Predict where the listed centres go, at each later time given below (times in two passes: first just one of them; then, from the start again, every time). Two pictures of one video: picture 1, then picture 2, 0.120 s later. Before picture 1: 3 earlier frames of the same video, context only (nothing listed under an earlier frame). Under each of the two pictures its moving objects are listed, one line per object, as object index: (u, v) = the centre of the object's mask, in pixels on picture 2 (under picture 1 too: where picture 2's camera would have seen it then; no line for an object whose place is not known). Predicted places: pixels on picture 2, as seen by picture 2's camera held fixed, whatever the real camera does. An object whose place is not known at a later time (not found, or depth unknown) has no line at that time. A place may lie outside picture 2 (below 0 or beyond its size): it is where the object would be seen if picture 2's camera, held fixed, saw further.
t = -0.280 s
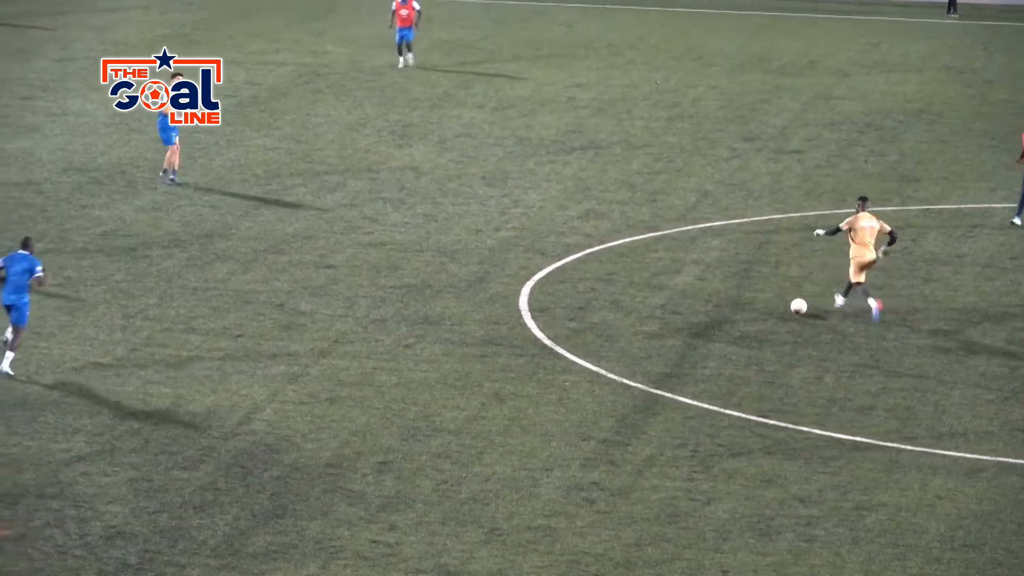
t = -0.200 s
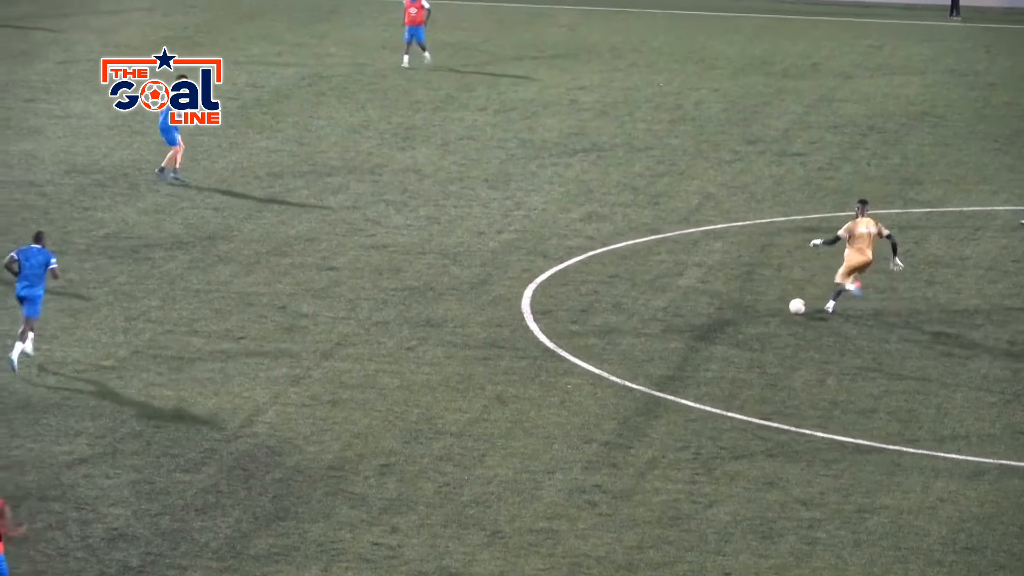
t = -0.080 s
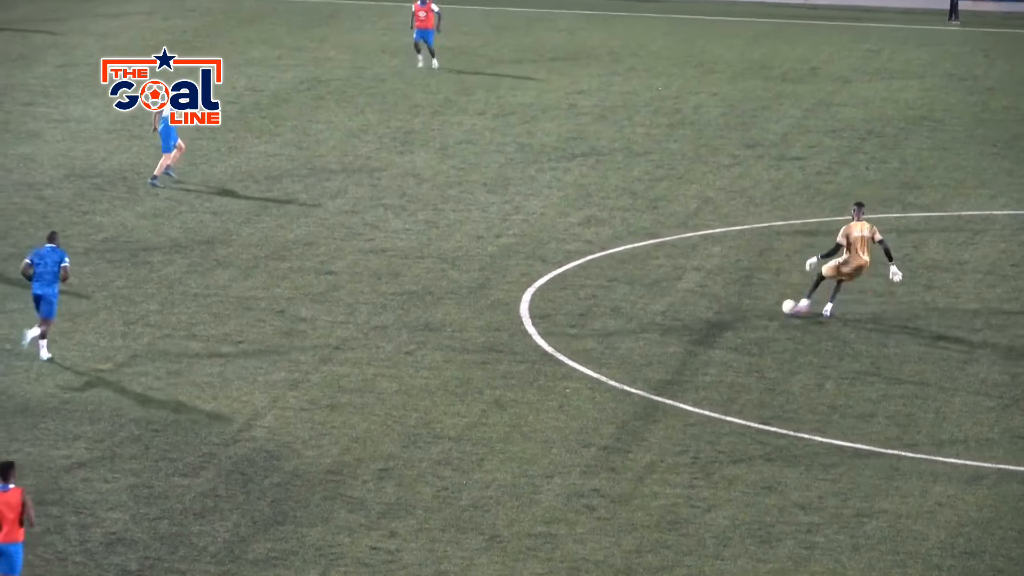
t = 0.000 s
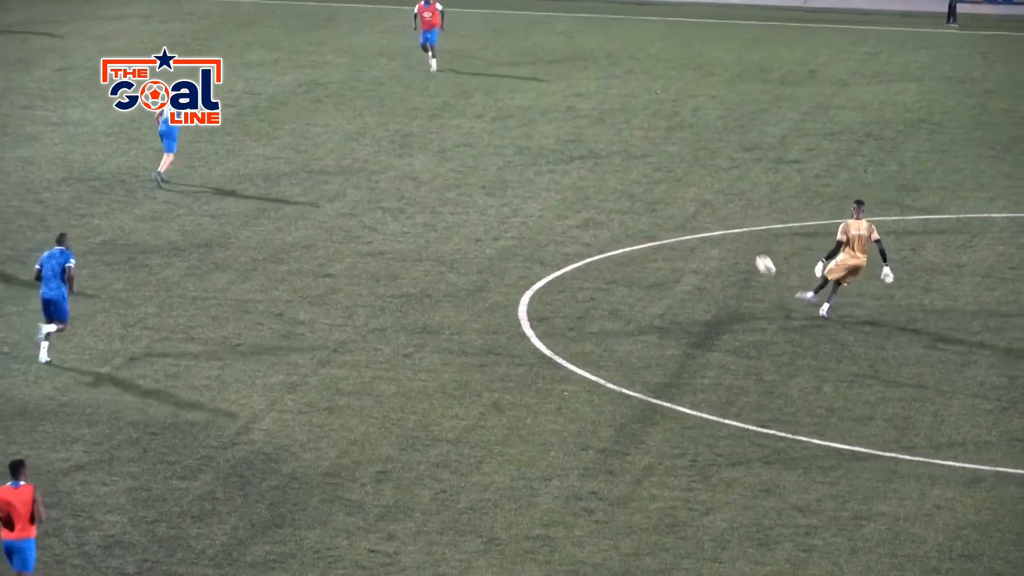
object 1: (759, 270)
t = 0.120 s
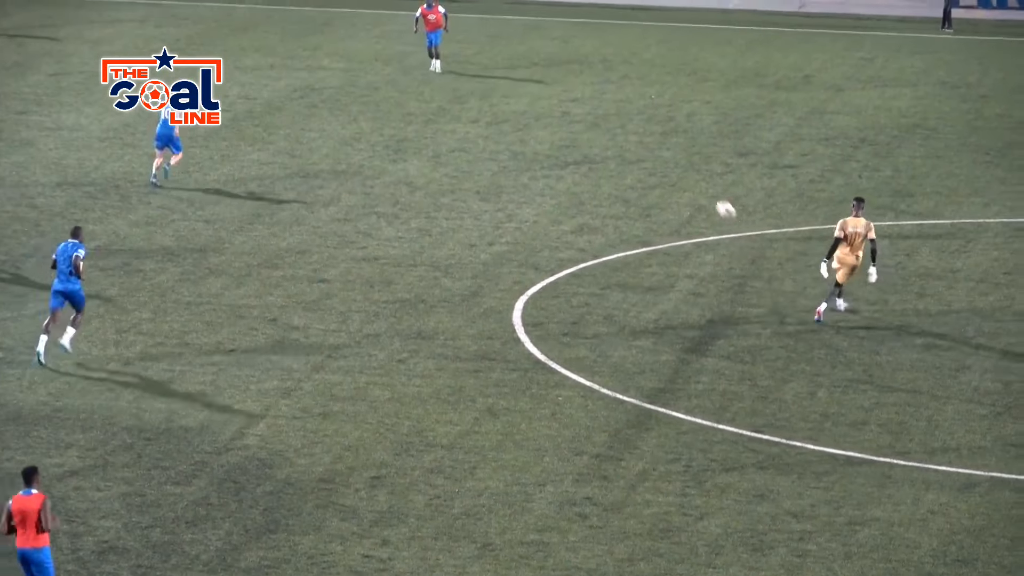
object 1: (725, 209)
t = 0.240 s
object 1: (693, 159)
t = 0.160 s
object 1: (715, 192)
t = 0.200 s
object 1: (704, 176)
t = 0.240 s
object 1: (693, 159)
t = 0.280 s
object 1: (682, 146)
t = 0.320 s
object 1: (672, 134)
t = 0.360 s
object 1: (662, 121)
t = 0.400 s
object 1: (651, 111)
